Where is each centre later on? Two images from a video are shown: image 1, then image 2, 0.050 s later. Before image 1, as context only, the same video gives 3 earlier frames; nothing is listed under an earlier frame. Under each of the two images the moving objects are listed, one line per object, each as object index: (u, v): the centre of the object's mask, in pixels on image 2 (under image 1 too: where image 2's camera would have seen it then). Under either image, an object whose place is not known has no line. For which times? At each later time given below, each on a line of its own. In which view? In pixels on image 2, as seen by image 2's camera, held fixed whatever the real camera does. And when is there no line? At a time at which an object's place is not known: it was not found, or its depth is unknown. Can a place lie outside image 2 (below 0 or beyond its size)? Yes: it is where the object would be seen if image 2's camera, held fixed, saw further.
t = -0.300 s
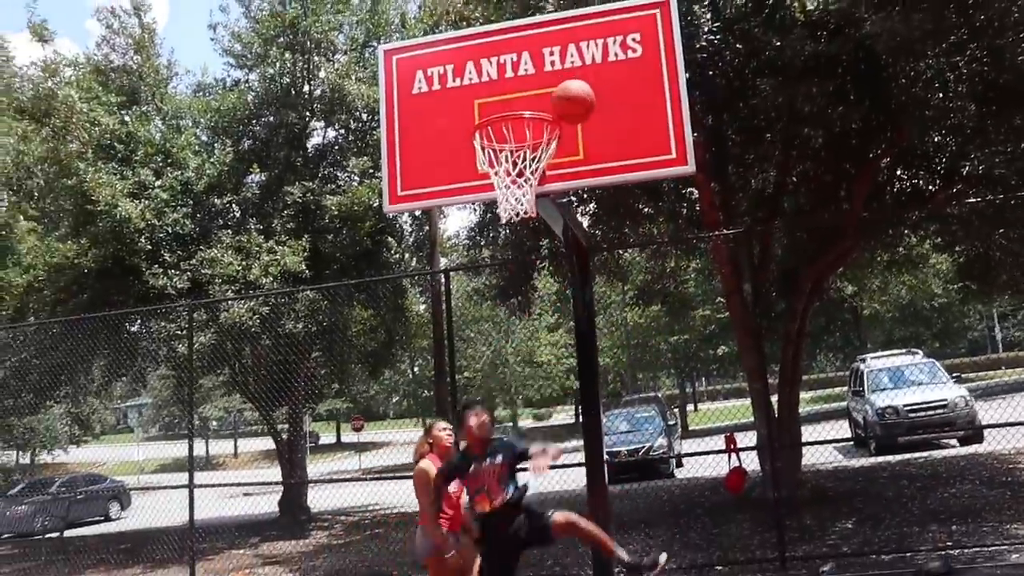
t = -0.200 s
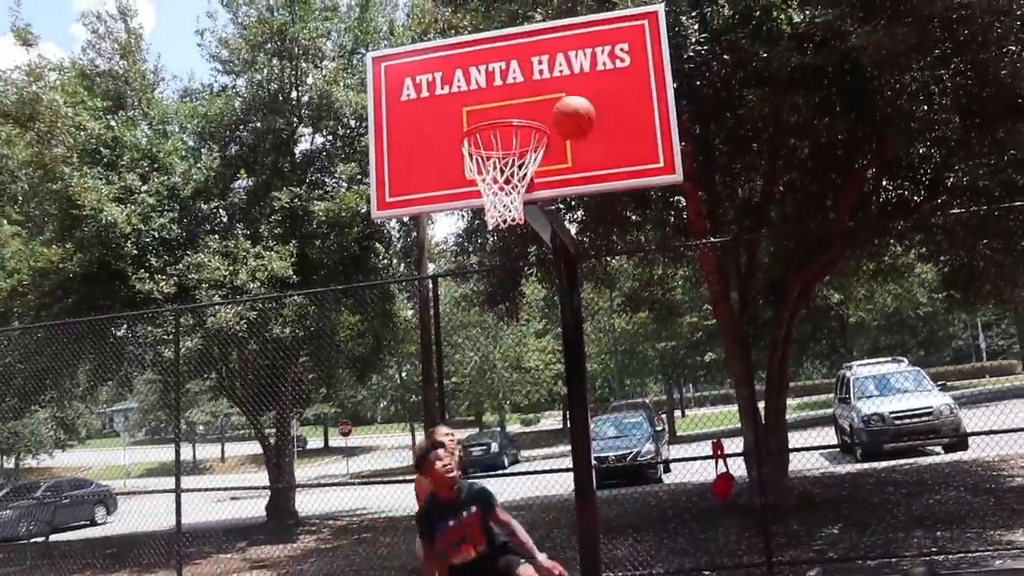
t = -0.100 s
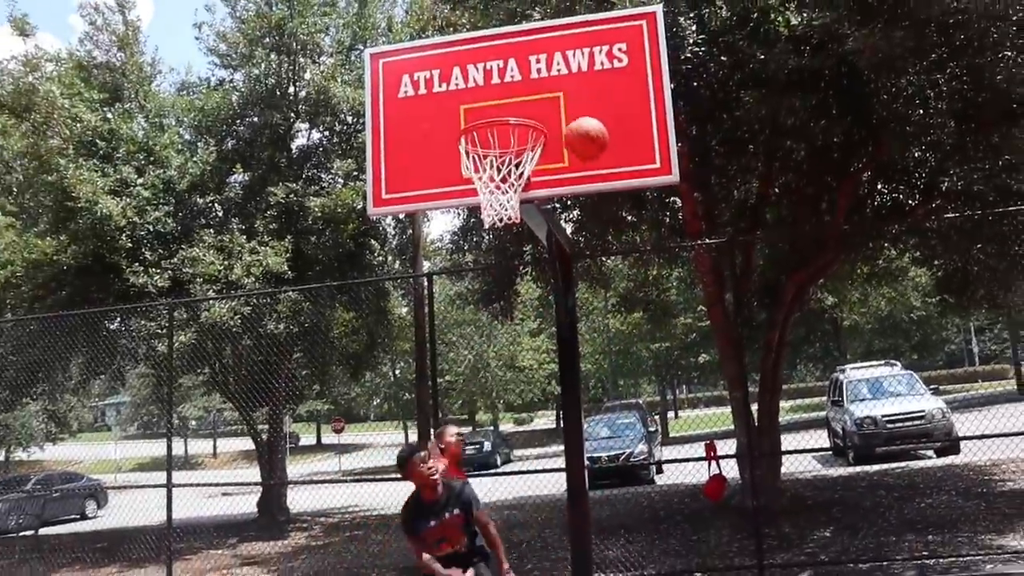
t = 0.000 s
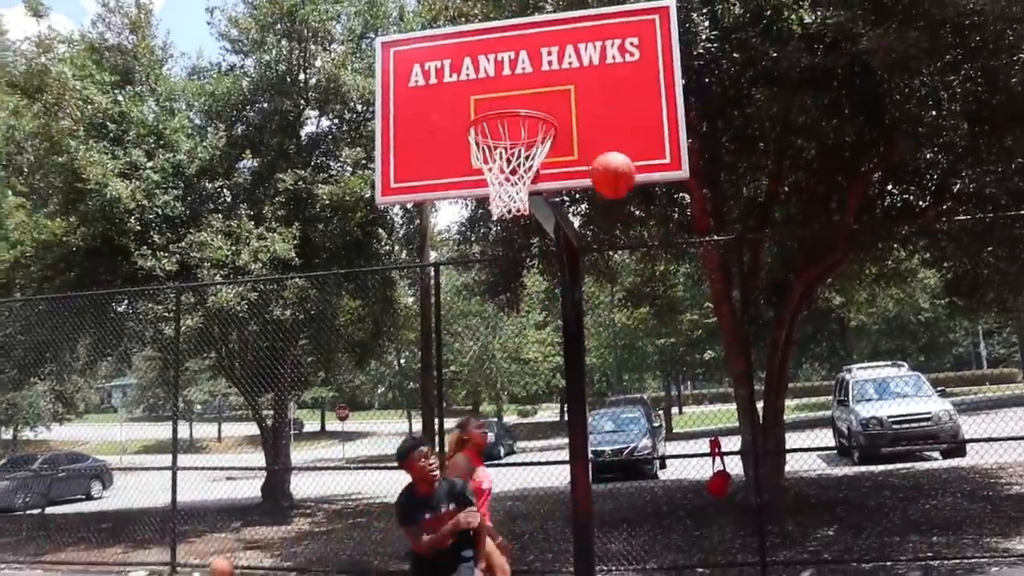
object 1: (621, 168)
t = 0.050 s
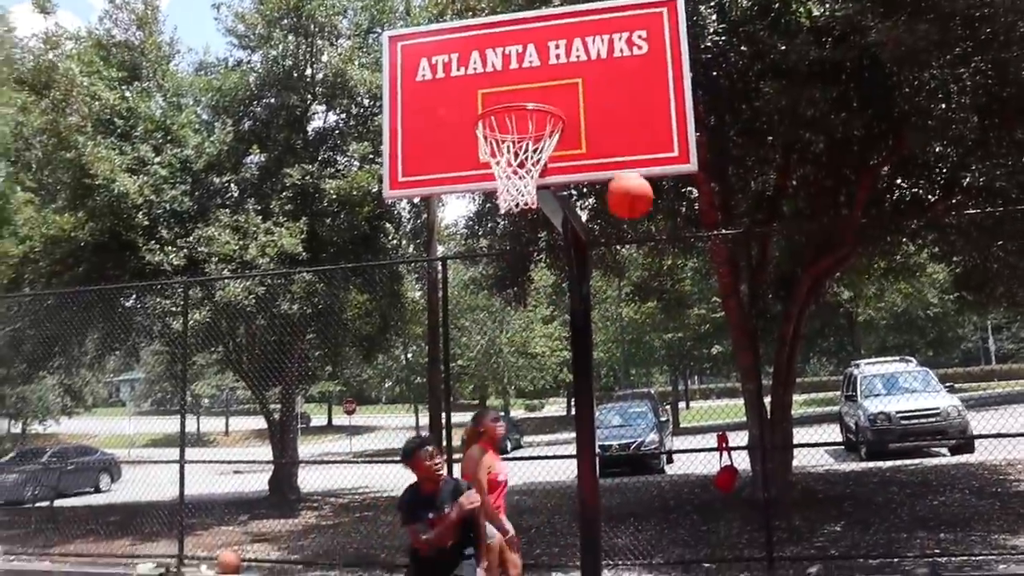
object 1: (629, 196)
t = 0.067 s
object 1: (633, 207)
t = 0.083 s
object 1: (636, 218)
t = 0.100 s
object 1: (639, 229)
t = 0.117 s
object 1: (643, 242)
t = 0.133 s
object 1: (646, 254)
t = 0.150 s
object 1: (650, 268)
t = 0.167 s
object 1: (652, 282)
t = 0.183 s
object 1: (656, 296)
